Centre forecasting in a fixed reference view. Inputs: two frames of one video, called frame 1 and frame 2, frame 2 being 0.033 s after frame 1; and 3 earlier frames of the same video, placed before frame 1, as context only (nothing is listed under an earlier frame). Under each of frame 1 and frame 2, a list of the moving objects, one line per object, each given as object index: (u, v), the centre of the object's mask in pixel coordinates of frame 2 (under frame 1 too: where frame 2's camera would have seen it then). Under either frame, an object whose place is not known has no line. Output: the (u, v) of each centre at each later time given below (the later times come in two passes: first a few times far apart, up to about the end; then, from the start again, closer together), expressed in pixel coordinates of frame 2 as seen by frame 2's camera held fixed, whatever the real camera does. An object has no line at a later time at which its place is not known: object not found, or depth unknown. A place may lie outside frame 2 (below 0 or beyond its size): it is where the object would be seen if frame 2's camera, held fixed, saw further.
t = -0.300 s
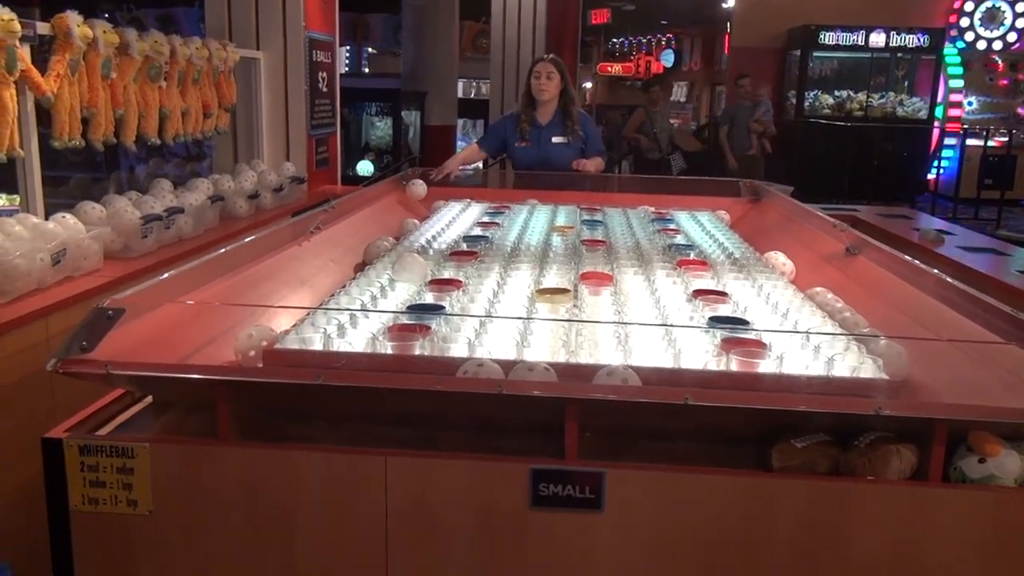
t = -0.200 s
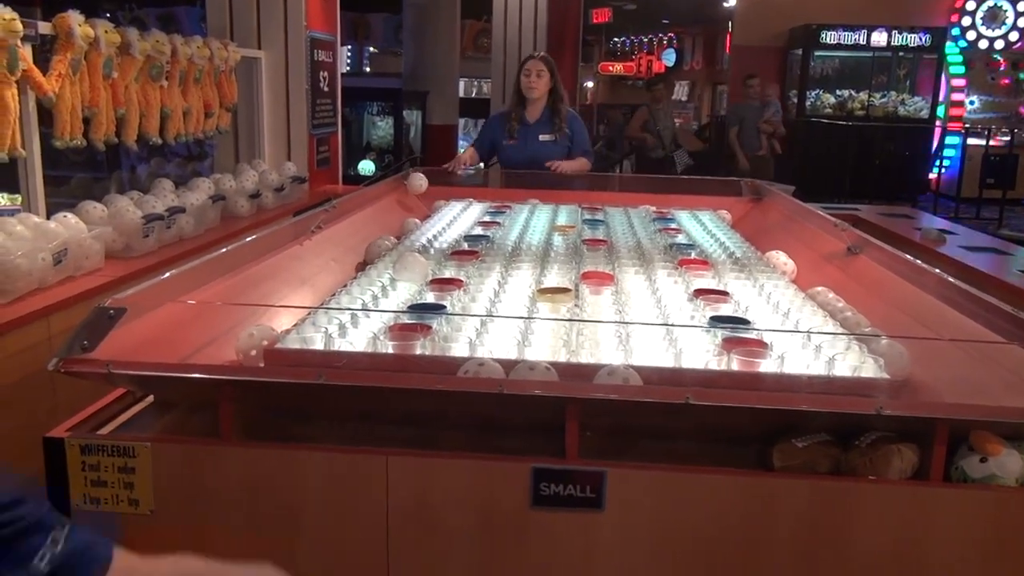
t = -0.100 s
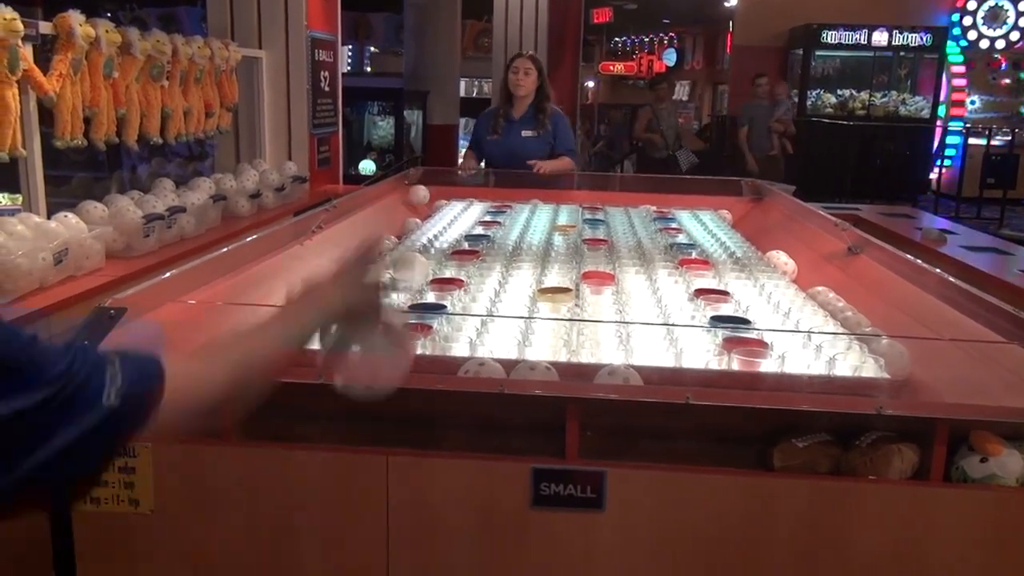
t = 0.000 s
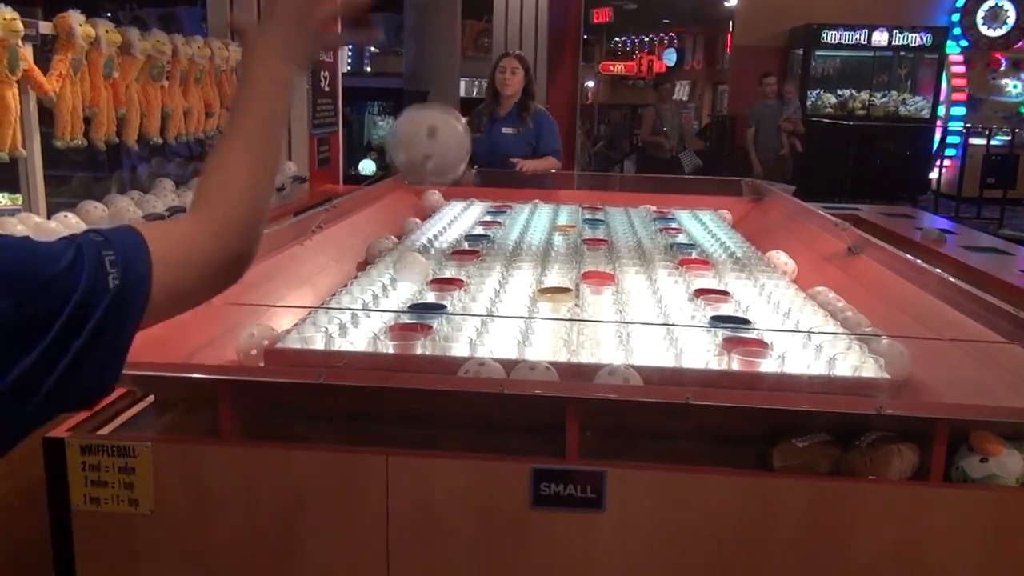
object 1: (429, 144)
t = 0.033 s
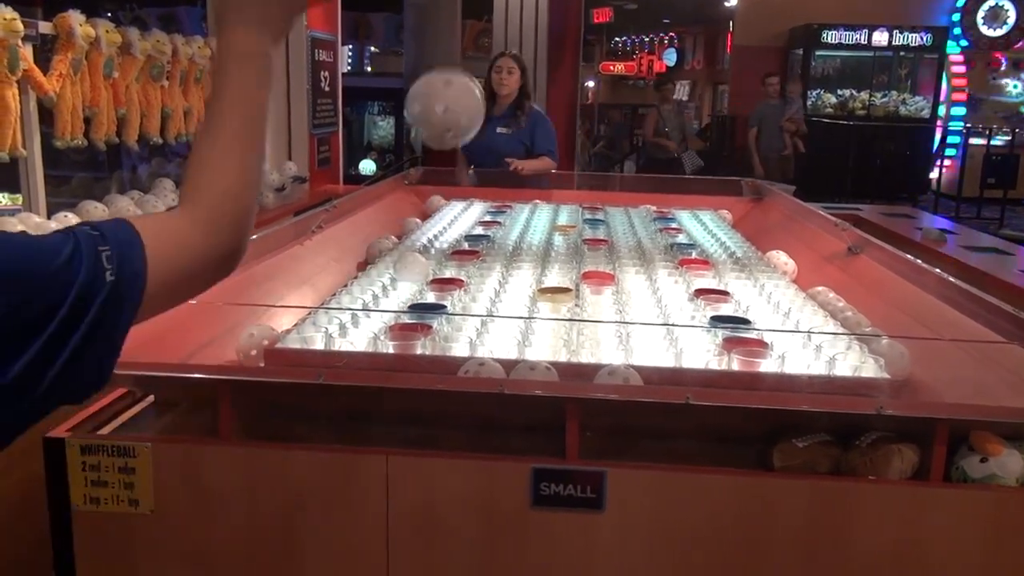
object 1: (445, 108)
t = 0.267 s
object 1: (520, 98)
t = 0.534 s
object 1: (585, 265)
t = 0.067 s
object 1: (459, 82)
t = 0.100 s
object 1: (472, 66)
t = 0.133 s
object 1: (484, 59)
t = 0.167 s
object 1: (495, 60)
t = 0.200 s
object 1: (504, 67)
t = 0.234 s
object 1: (513, 80)
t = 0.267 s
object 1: (520, 98)
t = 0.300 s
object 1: (527, 120)
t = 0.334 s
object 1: (533, 145)
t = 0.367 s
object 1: (537, 173)
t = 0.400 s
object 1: (542, 204)
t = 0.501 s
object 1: (562, 279)
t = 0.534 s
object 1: (585, 265)
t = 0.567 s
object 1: (608, 256)
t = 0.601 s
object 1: (630, 251)
